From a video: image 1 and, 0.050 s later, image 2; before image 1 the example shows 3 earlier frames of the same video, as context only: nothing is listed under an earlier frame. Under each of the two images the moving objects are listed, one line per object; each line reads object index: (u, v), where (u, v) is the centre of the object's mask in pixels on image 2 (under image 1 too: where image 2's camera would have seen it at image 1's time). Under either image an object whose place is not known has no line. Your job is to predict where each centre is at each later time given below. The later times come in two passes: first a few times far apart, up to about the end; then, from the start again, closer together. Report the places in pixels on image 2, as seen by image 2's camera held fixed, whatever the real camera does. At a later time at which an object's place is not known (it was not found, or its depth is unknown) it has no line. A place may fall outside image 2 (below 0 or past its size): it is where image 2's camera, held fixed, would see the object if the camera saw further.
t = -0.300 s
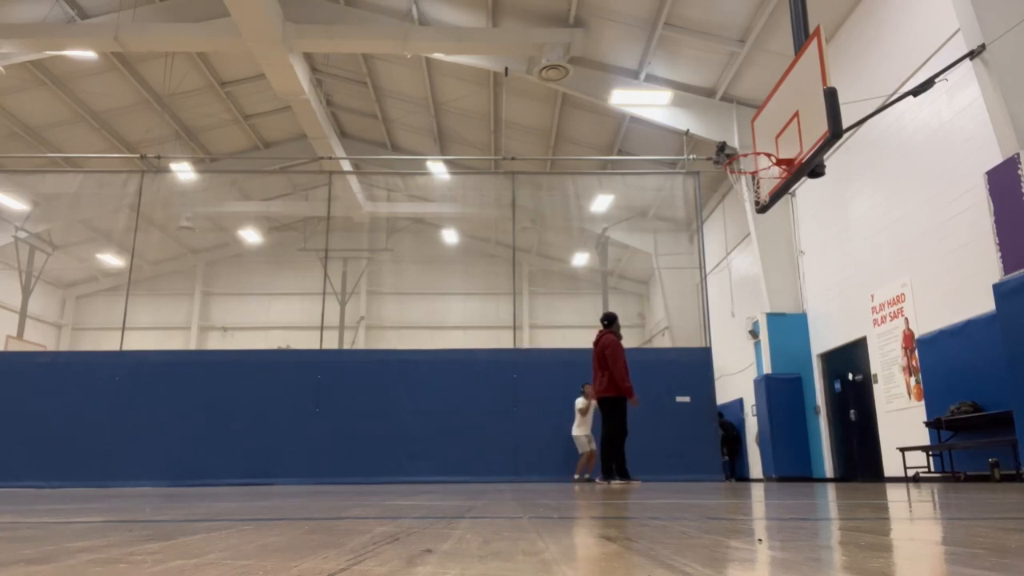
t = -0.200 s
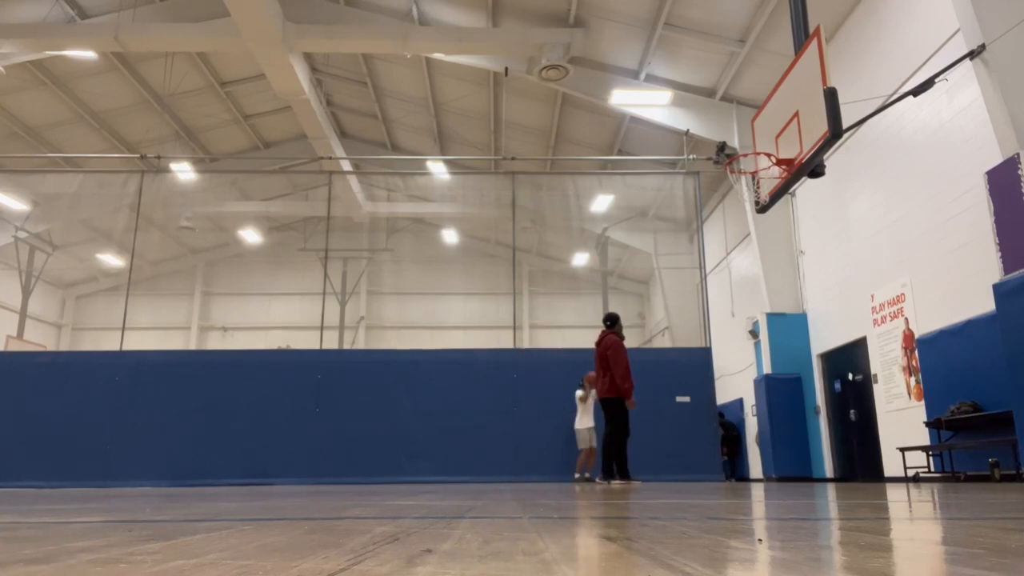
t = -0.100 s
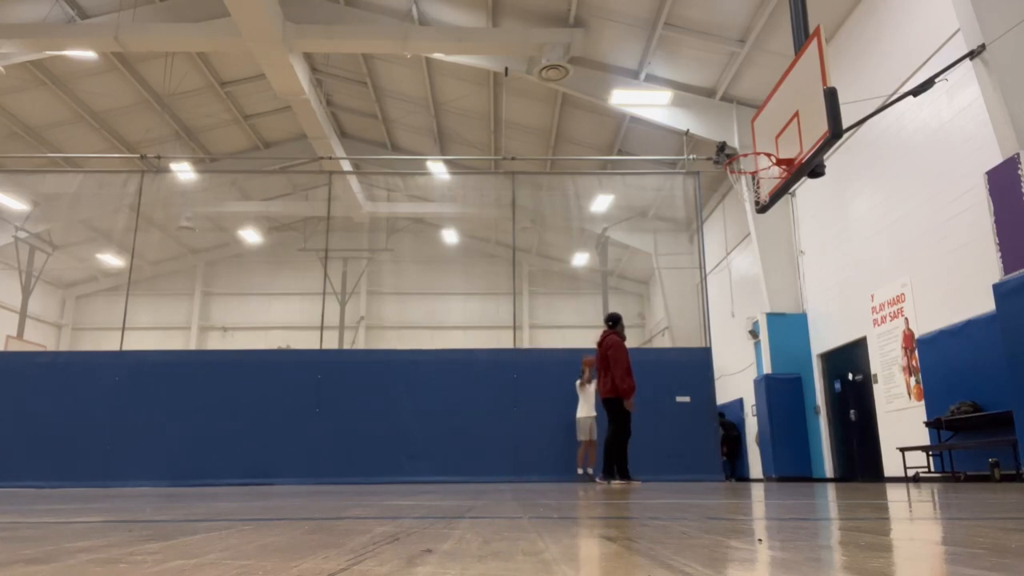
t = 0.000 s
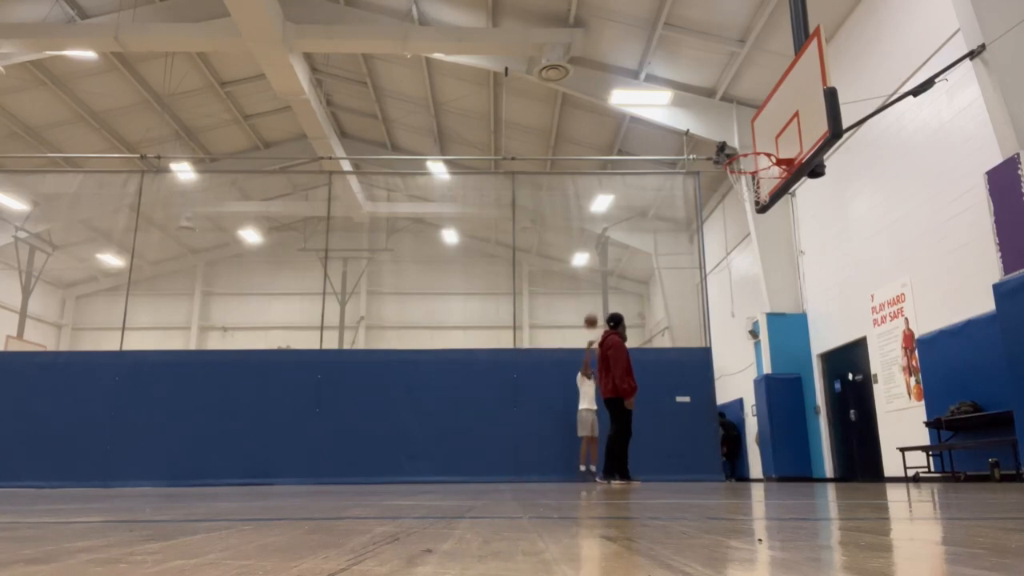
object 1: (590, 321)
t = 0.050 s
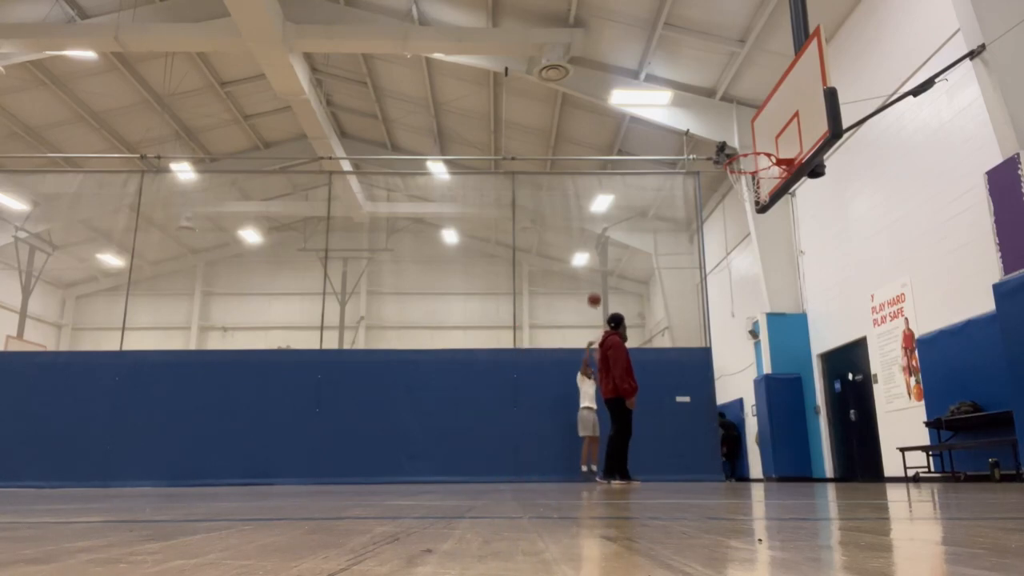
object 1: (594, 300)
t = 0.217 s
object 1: (606, 235)
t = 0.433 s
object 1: (624, 170)
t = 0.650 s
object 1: (645, 127)
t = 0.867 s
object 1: (672, 107)
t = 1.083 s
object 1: (704, 118)
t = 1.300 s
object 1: (744, 167)
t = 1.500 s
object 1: (736, 156)
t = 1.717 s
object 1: (725, 180)
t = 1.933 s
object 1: (726, 225)
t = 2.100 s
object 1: (726, 276)
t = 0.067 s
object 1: (595, 293)
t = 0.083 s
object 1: (596, 286)
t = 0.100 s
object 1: (597, 280)
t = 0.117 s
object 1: (599, 273)
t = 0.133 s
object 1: (600, 266)
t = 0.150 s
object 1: (601, 260)
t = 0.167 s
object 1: (603, 254)
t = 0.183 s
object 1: (604, 247)
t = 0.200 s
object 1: (605, 241)
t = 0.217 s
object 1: (606, 235)
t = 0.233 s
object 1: (607, 229)
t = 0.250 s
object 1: (608, 224)
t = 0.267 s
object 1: (610, 218)
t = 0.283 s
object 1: (611, 213)
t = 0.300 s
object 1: (613, 208)
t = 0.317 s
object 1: (615, 203)
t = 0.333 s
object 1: (616, 197)
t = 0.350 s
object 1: (617, 192)
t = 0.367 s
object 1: (618, 187)
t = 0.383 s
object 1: (619, 183)
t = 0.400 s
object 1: (621, 179)
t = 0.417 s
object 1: (622, 174)
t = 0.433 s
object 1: (624, 170)
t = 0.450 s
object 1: (625, 165)
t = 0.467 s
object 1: (627, 160)
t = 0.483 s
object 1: (629, 157)
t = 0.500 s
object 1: (630, 153)
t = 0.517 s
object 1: (632, 150)
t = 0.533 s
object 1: (633, 147)
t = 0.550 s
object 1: (635, 143)
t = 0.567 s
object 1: (637, 140)
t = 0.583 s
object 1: (638, 137)
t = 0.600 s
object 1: (640, 134)
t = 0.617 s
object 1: (642, 131)
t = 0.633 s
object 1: (643, 129)
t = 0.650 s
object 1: (645, 127)
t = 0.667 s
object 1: (647, 123)
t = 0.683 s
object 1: (649, 121)
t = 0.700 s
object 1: (650, 119)
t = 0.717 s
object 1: (652, 117)
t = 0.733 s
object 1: (654, 115)
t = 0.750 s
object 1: (656, 113)
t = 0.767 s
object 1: (658, 112)
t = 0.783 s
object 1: (661, 110)
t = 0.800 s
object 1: (663, 109)
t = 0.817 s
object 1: (665, 108)
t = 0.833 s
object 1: (667, 108)
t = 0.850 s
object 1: (670, 106)
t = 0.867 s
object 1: (672, 107)
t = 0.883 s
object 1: (674, 106)
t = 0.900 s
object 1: (676, 106)
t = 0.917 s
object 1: (678, 106)
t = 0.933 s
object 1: (681, 106)
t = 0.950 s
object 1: (683, 107)
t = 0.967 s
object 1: (686, 108)
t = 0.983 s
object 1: (688, 108)
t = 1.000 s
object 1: (691, 109)
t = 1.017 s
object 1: (693, 111)
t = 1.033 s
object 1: (696, 112)
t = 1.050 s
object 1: (699, 114)
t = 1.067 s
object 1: (701, 116)
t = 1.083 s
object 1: (704, 118)
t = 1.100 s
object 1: (707, 120)
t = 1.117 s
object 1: (710, 123)
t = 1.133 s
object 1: (713, 126)
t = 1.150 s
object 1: (717, 130)
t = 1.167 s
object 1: (720, 133)
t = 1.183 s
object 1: (723, 138)
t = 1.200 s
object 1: (726, 142)
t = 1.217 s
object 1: (729, 146)
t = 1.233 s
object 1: (733, 148)
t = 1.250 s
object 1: (739, 155)
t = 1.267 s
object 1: (741, 162)
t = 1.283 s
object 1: (743, 166)
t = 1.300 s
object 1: (744, 167)
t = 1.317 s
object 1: (742, 165)
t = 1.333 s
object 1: (742, 163)
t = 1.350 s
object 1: (741, 161)
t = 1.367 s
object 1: (740, 160)
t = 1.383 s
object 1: (739, 159)
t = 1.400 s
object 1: (739, 158)
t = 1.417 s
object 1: (738, 157)
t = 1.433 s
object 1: (738, 156)
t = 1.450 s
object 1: (737, 155)
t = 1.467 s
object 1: (737, 155)
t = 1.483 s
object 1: (736, 155)
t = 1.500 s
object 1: (736, 156)
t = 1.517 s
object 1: (735, 157)
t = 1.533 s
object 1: (734, 157)
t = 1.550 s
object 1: (733, 157)
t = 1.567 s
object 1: (734, 160)
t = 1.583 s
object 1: (734, 162)
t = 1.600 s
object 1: (734, 163)
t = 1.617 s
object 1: (734, 164)
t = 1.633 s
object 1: (733, 165)
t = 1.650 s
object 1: (730, 168)
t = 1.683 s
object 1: (724, 175)
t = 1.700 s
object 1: (724, 176)
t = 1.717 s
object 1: (725, 180)
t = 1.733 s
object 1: (725, 182)
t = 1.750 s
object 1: (726, 185)
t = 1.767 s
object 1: (726, 188)
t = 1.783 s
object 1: (726, 190)
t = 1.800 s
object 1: (726, 193)
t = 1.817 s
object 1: (726, 196)
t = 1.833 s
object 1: (726, 200)
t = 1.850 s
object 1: (726, 204)
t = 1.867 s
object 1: (726, 207)
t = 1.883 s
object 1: (726, 212)
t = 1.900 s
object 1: (726, 216)
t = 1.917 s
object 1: (726, 220)
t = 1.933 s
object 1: (726, 225)
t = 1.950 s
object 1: (726, 229)
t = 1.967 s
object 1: (726, 234)
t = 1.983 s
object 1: (726, 239)
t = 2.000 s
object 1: (726, 244)
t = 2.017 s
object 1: (726, 249)
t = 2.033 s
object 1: (726, 254)
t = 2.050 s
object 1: (726, 259)
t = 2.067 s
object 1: (726, 265)
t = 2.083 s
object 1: (726, 270)
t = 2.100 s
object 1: (726, 276)
